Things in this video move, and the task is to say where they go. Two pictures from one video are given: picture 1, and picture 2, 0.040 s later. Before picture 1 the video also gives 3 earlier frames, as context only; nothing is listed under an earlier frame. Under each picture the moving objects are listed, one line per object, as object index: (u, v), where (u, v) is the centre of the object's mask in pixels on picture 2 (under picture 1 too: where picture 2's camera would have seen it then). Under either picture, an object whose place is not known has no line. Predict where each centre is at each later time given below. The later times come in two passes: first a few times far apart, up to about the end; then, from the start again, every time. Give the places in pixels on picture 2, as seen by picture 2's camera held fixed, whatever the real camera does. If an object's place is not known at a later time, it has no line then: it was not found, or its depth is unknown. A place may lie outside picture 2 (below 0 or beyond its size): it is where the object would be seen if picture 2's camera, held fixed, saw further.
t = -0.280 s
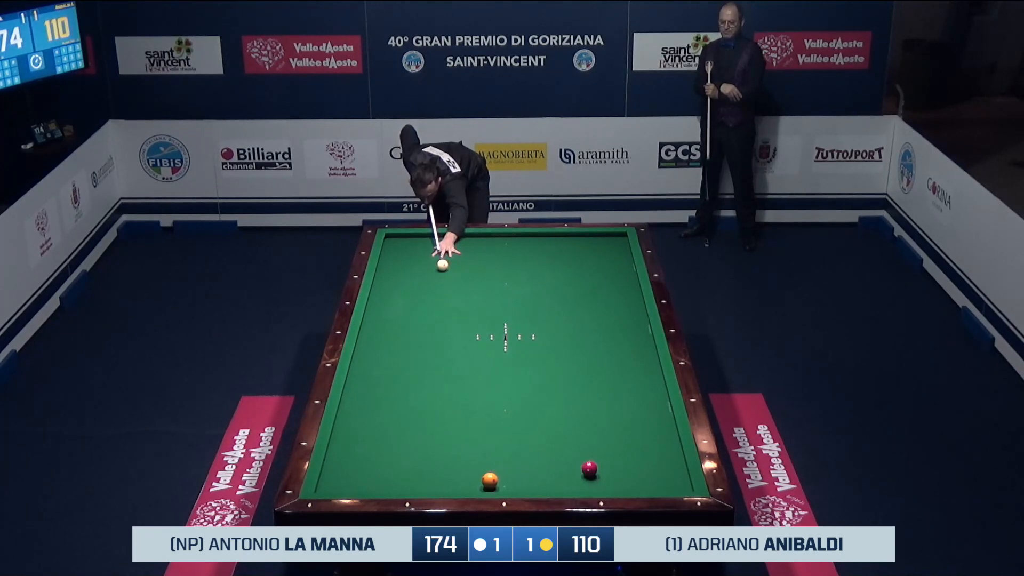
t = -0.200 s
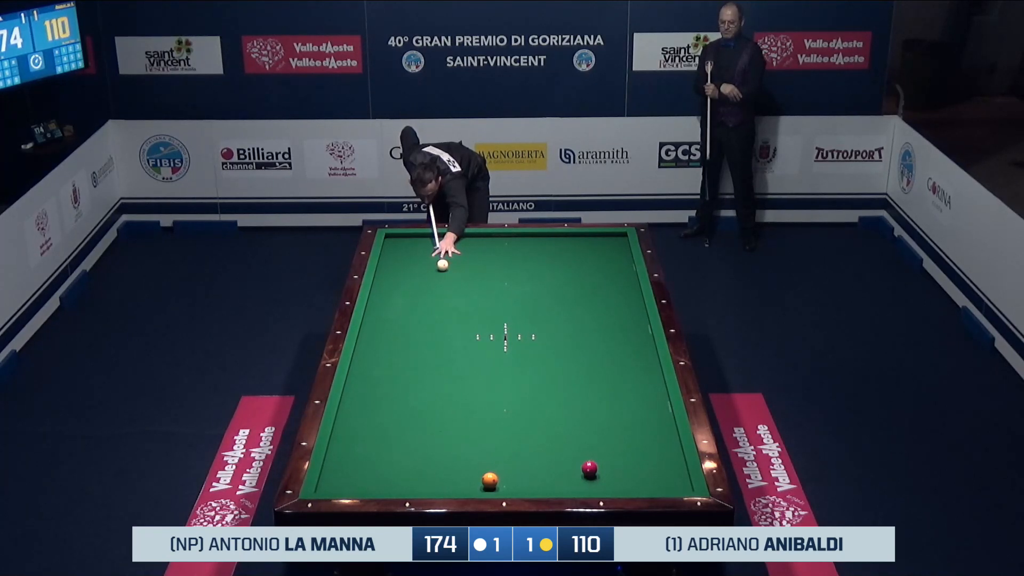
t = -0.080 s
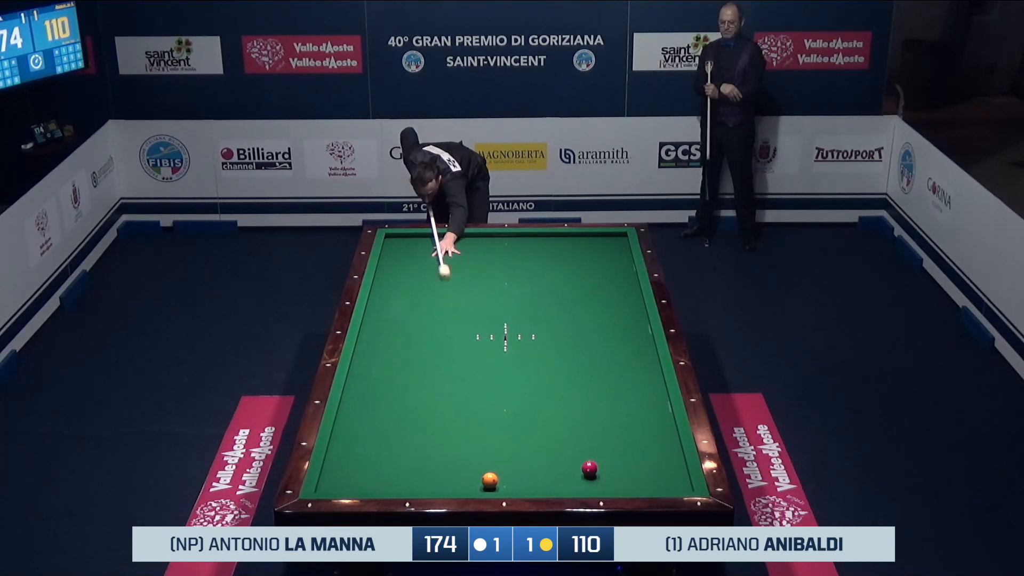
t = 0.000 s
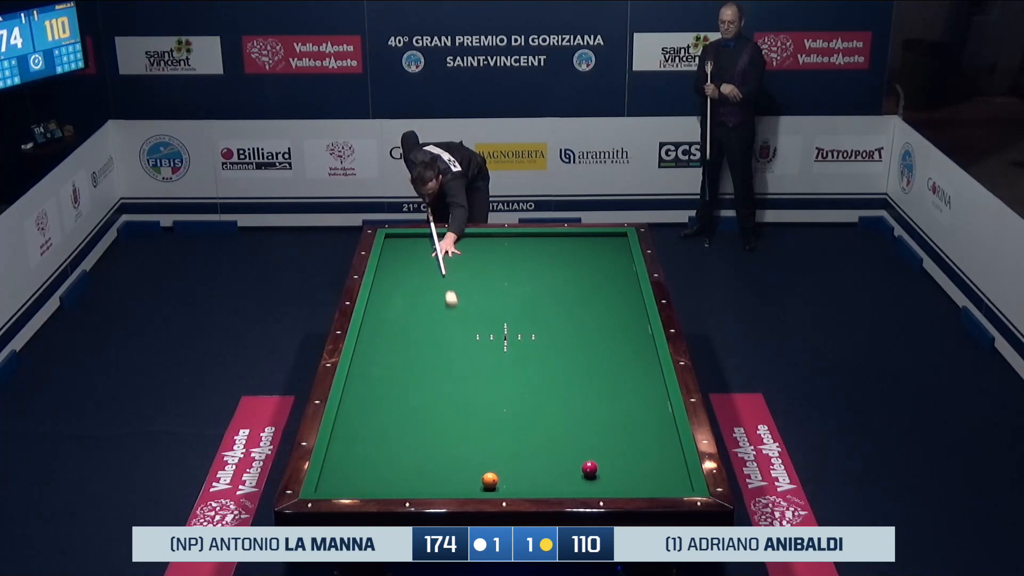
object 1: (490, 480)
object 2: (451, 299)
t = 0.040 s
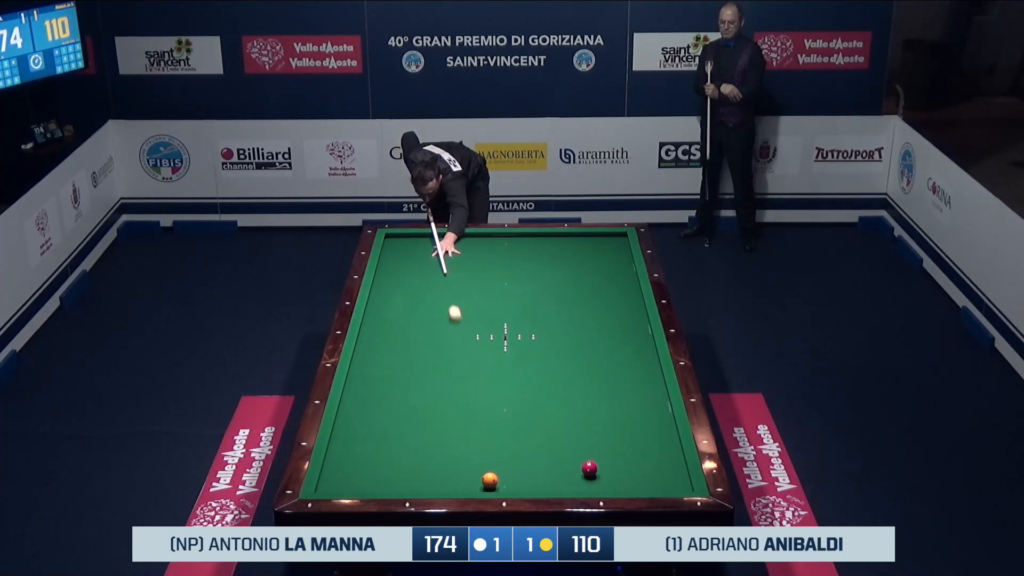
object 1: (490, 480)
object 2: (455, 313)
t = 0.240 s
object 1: (490, 480)
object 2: (475, 397)
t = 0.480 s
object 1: (485, 462)
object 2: (520, 477)
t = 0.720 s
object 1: (482, 390)
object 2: (576, 482)
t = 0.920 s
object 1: (480, 348)
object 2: (616, 483)
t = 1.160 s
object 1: (478, 306)
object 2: (663, 484)
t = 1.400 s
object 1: (477, 271)
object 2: (667, 485)
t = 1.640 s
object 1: (475, 240)
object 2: (641, 486)
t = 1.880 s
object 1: (476, 253)
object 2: (615, 486)
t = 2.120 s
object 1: (477, 274)
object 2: (590, 486)
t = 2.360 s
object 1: (478, 294)
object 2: (567, 485)
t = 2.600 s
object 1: (479, 315)
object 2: (544, 485)
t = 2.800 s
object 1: (480, 334)
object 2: (525, 485)
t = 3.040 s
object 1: (481, 359)
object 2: (503, 484)
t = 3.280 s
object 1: (483, 385)
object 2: (482, 484)
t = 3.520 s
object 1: (484, 414)
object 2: (462, 484)
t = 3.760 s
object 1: (485, 445)
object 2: (442, 484)
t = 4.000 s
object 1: (487, 479)
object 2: (423, 483)
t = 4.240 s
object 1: (489, 472)
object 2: (405, 483)
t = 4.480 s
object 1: (491, 452)
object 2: (387, 483)
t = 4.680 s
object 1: (493, 437)
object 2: (372, 482)
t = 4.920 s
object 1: (495, 420)
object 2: (356, 482)
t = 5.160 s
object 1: (496, 404)
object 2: (340, 481)
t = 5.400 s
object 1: (498, 389)
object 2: (326, 481)
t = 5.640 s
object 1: (499, 375)
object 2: (335, 480)
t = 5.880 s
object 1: (500, 362)
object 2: (343, 480)
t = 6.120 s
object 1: (502, 350)
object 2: (350, 480)
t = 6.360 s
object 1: (503, 338)
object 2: (358, 480)
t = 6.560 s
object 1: (504, 329)
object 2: (363, 480)
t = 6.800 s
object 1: (505, 319)
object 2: (369, 480)
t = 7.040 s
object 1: (506, 310)
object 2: (374, 479)
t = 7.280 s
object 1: (506, 301)
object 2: (379, 479)
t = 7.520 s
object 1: (507, 293)
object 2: (383, 479)
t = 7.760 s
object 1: (508, 285)
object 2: (386, 479)
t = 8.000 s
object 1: (509, 277)
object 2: (389, 479)
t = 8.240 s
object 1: (510, 270)
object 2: (391, 479)
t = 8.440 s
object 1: (511, 265)
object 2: (392, 479)
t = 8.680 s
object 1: (512, 258)
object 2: (393, 479)
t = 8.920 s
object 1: (512, 252)
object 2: (393, 479)
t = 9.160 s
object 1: (513, 246)
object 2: (394, 479)
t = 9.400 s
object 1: (514, 241)
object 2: (394, 479)
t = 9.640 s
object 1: (514, 235)
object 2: (394, 479)
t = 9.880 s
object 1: (515, 237)
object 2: (394, 479)
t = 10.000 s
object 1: (515, 239)
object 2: (394, 479)
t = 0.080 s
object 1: (490, 480)
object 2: (458, 329)
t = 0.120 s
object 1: (490, 480)
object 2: (462, 344)
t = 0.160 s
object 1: (490, 480)
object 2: (466, 361)
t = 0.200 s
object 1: (490, 480)
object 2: (471, 379)
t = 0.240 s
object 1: (490, 480)
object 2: (475, 397)
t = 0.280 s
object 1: (490, 480)
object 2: (480, 415)
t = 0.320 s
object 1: (490, 480)
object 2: (485, 436)
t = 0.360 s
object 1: (490, 480)
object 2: (490, 457)
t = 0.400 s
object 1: (488, 484)
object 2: (498, 472)
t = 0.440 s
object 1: (486, 477)
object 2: (509, 475)
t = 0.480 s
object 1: (485, 462)
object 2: (520, 477)
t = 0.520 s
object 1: (484, 448)
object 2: (531, 478)
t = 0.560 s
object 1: (484, 435)
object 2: (541, 479)
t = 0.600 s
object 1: (483, 422)
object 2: (551, 480)
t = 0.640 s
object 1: (483, 411)
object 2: (559, 481)
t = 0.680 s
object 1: (482, 400)
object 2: (568, 481)
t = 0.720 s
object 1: (482, 390)
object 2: (576, 482)
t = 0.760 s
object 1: (482, 381)
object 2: (584, 482)
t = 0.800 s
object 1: (481, 372)
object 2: (592, 482)
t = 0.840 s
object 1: (481, 364)
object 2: (600, 483)
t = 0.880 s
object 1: (480, 356)
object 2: (608, 483)
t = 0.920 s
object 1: (480, 348)
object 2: (616, 483)
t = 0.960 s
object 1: (480, 340)
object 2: (624, 483)
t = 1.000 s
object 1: (479, 333)
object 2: (631, 483)
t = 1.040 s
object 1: (479, 326)
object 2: (639, 484)
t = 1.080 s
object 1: (479, 319)
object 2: (647, 484)
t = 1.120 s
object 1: (479, 313)
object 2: (655, 484)
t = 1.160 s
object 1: (478, 306)
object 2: (663, 484)
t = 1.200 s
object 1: (478, 300)
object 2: (671, 484)
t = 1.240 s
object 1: (478, 294)
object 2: (679, 484)
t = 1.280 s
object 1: (477, 288)
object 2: (684, 485)
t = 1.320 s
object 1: (477, 282)
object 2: (678, 485)
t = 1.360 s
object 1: (477, 276)
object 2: (672, 485)
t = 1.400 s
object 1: (477, 271)
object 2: (667, 485)
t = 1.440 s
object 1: (477, 265)
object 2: (663, 485)
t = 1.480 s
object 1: (476, 260)
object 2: (658, 485)
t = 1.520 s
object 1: (476, 255)
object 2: (654, 485)
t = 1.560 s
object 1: (476, 250)
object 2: (649, 485)
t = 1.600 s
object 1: (476, 245)
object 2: (645, 485)
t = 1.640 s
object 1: (475, 240)
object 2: (641, 486)
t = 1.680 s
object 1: (475, 235)
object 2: (636, 486)
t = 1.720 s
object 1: (475, 237)
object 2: (632, 486)
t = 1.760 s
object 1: (476, 242)
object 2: (628, 486)
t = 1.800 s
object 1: (476, 246)
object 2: (623, 486)
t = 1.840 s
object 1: (476, 250)
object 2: (619, 486)
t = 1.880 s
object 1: (476, 253)
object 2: (615, 486)
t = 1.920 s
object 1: (476, 257)
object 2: (610, 486)
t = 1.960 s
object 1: (476, 260)
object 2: (606, 486)
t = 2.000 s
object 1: (476, 264)
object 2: (603, 486)
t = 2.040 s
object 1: (477, 267)
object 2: (598, 486)
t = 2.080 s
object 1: (477, 270)
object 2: (594, 486)
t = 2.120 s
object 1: (477, 274)
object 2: (590, 486)
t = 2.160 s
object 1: (477, 277)
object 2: (586, 486)
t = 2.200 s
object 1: (477, 280)
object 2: (582, 486)
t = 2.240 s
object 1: (477, 283)
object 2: (578, 486)
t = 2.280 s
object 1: (478, 287)
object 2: (574, 486)
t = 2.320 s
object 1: (478, 290)
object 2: (570, 486)
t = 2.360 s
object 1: (478, 294)
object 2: (567, 485)
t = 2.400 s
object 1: (478, 297)
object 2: (563, 486)
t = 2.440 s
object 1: (478, 301)
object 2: (559, 485)
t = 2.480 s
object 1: (479, 304)
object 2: (555, 485)
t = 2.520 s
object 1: (479, 308)
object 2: (551, 485)
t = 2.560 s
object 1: (479, 311)
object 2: (547, 485)
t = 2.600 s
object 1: (479, 315)
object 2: (544, 485)
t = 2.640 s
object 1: (479, 319)
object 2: (540, 485)
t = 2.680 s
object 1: (480, 323)
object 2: (536, 485)
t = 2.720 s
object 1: (480, 327)
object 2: (532, 485)
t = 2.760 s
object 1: (480, 330)
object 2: (529, 485)
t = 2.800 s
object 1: (480, 334)
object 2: (525, 485)
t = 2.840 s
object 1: (480, 338)
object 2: (521, 485)
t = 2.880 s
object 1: (480, 342)
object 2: (518, 485)
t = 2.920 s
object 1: (481, 346)
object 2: (514, 485)
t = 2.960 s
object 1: (481, 350)
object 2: (510, 485)
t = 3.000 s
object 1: (481, 354)
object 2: (507, 484)
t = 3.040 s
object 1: (481, 359)
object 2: (503, 484)
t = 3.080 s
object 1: (481, 363)
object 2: (500, 484)
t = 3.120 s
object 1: (482, 367)
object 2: (496, 484)
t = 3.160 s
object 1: (482, 372)
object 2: (493, 484)
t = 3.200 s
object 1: (482, 376)
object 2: (489, 484)
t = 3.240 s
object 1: (482, 381)
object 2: (485, 484)
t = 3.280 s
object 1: (483, 385)
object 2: (482, 484)
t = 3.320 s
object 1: (483, 390)
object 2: (479, 484)
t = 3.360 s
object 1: (483, 394)
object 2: (475, 484)
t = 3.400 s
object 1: (483, 399)
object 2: (472, 484)
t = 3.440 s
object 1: (484, 404)
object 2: (468, 484)
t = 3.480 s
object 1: (484, 409)
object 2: (465, 484)
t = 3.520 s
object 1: (484, 414)
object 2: (462, 484)
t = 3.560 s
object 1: (484, 419)
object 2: (458, 484)
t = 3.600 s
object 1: (484, 424)
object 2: (455, 484)
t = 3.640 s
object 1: (485, 429)
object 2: (452, 484)
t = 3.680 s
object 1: (485, 434)
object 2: (448, 484)
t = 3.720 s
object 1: (485, 439)
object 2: (445, 484)
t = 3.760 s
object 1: (485, 445)
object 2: (442, 484)
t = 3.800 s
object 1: (486, 450)
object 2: (439, 484)
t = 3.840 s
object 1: (486, 456)
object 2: (435, 483)
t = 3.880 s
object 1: (486, 461)
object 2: (432, 484)
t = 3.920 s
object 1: (486, 467)
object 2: (429, 484)
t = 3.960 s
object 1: (487, 473)
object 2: (426, 483)
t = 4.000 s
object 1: (487, 479)
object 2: (423, 483)
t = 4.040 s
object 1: (487, 484)
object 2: (419, 483)
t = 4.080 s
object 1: (488, 487)
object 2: (417, 483)
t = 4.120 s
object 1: (488, 483)
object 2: (413, 483)
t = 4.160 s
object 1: (488, 479)
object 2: (410, 483)
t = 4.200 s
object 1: (489, 475)
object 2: (407, 483)
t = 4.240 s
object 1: (489, 472)
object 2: (405, 483)
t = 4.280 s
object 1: (490, 468)
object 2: (401, 483)
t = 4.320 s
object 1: (490, 465)
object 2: (398, 483)
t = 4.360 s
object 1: (490, 462)
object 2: (395, 483)
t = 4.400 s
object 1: (491, 459)
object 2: (392, 483)
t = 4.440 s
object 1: (491, 456)
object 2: (389, 483)
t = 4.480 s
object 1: (491, 452)
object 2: (387, 483)
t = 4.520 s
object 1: (492, 449)
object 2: (384, 483)
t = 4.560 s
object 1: (492, 446)
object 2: (381, 483)
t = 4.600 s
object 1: (493, 443)
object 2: (378, 483)
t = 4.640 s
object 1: (493, 440)
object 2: (375, 482)
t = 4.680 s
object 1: (493, 437)
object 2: (372, 482)
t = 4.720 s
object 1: (493, 434)
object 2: (370, 482)
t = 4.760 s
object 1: (494, 431)
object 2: (367, 482)
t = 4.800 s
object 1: (494, 428)
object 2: (364, 482)
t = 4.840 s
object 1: (494, 425)
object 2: (361, 482)
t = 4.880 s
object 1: (494, 423)
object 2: (359, 482)
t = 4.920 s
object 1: (495, 420)
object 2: (356, 482)
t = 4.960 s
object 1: (495, 417)
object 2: (353, 482)
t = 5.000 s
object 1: (495, 414)
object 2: (350, 482)
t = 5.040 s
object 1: (496, 412)
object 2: (348, 482)
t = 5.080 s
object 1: (496, 409)
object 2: (345, 481)
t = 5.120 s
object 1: (496, 406)
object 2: (342, 481)
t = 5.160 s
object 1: (496, 404)
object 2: (340, 481)
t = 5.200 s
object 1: (496, 401)
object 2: (337, 482)
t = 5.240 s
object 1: (497, 399)
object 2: (335, 482)
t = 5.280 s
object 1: (497, 396)
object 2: (332, 481)
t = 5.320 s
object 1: (497, 394)
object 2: (330, 481)
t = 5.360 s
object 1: (497, 391)
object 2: (327, 481)
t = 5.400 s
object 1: (498, 389)
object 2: (326, 481)
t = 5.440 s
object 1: (498, 386)
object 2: (328, 481)
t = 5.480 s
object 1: (498, 384)
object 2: (329, 481)
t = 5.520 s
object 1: (498, 382)
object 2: (330, 481)
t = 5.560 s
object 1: (498, 380)
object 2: (332, 481)
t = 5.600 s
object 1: (499, 377)
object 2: (334, 480)
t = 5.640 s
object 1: (499, 375)
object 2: (335, 480)
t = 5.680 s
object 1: (499, 373)
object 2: (336, 480)
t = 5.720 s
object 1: (499, 370)
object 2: (338, 480)
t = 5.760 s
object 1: (500, 368)
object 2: (339, 480)
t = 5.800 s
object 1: (500, 366)
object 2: (340, 480)
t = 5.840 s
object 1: (500, 364)
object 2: (342, 480)
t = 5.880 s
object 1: (500, 362)
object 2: (343, 480)
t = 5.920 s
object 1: (501, 360)
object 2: (344, 480)
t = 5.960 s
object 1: (501, 358)
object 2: (345, 480)
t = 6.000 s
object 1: (501, 356)
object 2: (347, 480)
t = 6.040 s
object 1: (501, 354)
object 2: (348, 480)
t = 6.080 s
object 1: (502, 352)
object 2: (349, 480)
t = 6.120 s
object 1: (502, 350)
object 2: (350, 480)
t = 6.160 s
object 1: (502, 348)
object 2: (352, 480)
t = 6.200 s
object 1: (502, 346)
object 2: (353, 480)
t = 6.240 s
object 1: (502, 344)
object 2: (354, 480)
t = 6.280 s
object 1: (503, 342)
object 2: (355, 480)
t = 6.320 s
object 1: (503, 340)
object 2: (356, 480)
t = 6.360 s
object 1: (503, 338)
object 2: (358, 480)
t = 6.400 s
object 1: (503, 336)
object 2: (359, 480)
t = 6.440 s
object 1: (503, 335)
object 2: (360, 480)
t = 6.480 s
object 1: (504, 333)
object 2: (361, 480)
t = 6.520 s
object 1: (504, 331)
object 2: (362, 480)
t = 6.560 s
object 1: (504, 329)
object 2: (363, 480)
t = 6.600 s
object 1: (505, 328)
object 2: (364, 480)
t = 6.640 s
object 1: (505, 326)
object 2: (365, 480)
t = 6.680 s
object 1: (504, 324)
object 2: (366, 480)
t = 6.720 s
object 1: (504, 323)
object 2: (367, 480)
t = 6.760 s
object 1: (505, 321)
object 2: (368, 480)
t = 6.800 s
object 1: (505, 319)
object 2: (369, 480)
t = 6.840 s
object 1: (505, 318)
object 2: (370, 480)
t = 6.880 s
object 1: (505, 316)
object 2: (370, 479)
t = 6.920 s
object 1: (505, 315)
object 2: (371, 480)
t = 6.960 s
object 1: (505, 313)
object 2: (372, 479)
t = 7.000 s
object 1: (506, 311)
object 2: (373, 479)
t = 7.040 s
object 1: (506, 310)
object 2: (374, 479)
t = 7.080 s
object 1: (506, 309)
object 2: (375, 480)
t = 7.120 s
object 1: (506, 307)
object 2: (376, 479)
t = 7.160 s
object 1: (506, 306)
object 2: (376, 479)
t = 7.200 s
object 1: (506, 304)
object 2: (377, 479)
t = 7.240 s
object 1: (506, 303)
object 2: (378, 479)
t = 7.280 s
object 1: (506, 301)
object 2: (379, 479)
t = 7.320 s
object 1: (507, 300)
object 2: (379, 479)
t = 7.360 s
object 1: (507, 298)
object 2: (380, 479)
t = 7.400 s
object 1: (507, 297)
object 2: (380, 479)
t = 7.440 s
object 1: (507, 296)
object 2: (381, 479)
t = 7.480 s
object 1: (507, 294)
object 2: (382, 479)
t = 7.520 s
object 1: (507, 293)
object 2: (383, 479)
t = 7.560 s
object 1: (507, 292)
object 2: (383, 479)
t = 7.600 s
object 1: (508, 290)
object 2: (384, 479)
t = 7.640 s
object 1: (508, 289)
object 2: (384, 479)
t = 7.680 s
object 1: (508, 287)
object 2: (385, 479)
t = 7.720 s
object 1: (508, 286)
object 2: (385, 479)
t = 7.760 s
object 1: (508, 285)
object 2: (386, 479)
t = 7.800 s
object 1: (508, 284)
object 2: (387, 479)
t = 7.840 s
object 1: (509, 282)
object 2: (387, 479)
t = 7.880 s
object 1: (509, 281)
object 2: (387, 479)
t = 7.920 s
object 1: (509, 280)
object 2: (388, 479)
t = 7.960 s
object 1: (509, 279)
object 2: (388, 479)
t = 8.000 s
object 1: (509, 277)
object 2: (389, 479)
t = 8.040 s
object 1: (509, 276)
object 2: (389, 479)
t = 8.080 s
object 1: (510, 275)
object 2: (389, 479)
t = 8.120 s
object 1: (510, 274)
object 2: (390, 479)
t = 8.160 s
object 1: (510, 273)
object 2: (390, 479)
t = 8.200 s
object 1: (510, 271)
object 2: (391, 479)
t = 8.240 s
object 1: (510, 270)
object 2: (391, 479)
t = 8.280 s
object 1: (510, 269)
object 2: (391, 479)
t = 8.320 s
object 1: (510, 268)
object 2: (391, 479)
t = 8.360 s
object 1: (511, 267)
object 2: (392, 479)
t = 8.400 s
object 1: (511, 266)
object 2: (392, 479)
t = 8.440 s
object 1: (511, 265)
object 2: (392, 479)
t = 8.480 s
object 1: (511, 263)
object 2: (392, 479)
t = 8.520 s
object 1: (511, 262)
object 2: (392, 479)
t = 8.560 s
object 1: (511, 261)
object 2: (392, 480)
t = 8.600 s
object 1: (511, 260)
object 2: (393, 479)
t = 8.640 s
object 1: (511, 259)
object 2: (393, 479)
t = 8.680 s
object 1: (512, 258)
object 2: (393, 479)
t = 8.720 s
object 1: (512, 257)
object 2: (393, 479)
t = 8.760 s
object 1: (512, 256)
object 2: (393, 479)
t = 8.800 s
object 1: (512, 255)
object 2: (393, 479)
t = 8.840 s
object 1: (512, 254)
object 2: (393, 479)
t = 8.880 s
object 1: (512, 253)
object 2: (393, 479)
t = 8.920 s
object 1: (512, 252)
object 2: (393, 479)
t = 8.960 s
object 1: (512, 251)
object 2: (393, 479)
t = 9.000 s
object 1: (513, 250)
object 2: (394, 479)
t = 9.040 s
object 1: (513, 249)
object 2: (393, 479)
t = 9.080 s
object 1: (513, 248)
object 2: (394, 479)
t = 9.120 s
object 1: (513, 247)
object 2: (394, 479)
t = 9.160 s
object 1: (513, 246)
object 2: (394, 479)
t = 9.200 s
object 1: (513, 245)
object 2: (394, 479)
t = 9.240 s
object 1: (513, 244)
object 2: (394, 479)
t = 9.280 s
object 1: (513, 243)
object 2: (394, 479)
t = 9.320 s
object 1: (513, 242)
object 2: (394, 479)
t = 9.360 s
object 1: (514, 242)
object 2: (394, 479)
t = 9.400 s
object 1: (514, 241)
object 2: (394, 479)
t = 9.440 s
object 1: (514, 240)
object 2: (394, 479)
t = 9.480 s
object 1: (514, 239)
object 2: (394, 479)
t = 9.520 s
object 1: (514, 238)
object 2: (394, 479)
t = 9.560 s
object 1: (514, 237)
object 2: (394, 479)
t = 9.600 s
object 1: (514, 236)
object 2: (394, 479)
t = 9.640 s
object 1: (514, 235)
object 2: (394, 479)
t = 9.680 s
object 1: (514, 235)
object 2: (394, 479)
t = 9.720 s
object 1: (514, 235)
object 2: (394, 479)
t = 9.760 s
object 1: (514, 236)
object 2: (394, 479)
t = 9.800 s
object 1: (514, 236)
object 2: (393, 479)
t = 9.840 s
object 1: (514, 237)
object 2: (394, 479)
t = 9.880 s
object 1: (515, 237)
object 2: (394, 479)
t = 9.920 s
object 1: (515, 238)
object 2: (394, 479)
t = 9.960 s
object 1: (515, 238)
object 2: (394, 479)
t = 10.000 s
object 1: (515, 239)
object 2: (394, 479)
